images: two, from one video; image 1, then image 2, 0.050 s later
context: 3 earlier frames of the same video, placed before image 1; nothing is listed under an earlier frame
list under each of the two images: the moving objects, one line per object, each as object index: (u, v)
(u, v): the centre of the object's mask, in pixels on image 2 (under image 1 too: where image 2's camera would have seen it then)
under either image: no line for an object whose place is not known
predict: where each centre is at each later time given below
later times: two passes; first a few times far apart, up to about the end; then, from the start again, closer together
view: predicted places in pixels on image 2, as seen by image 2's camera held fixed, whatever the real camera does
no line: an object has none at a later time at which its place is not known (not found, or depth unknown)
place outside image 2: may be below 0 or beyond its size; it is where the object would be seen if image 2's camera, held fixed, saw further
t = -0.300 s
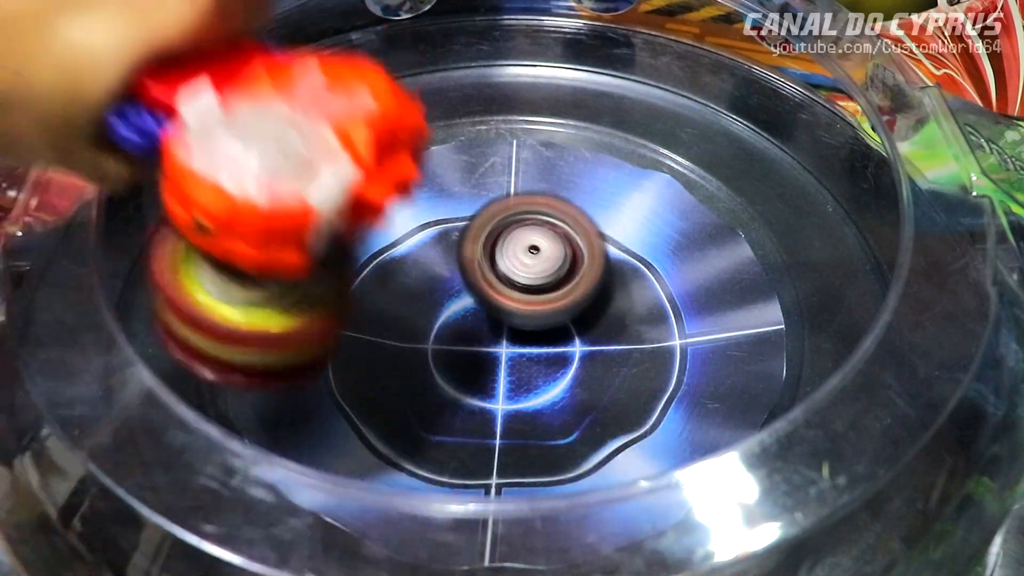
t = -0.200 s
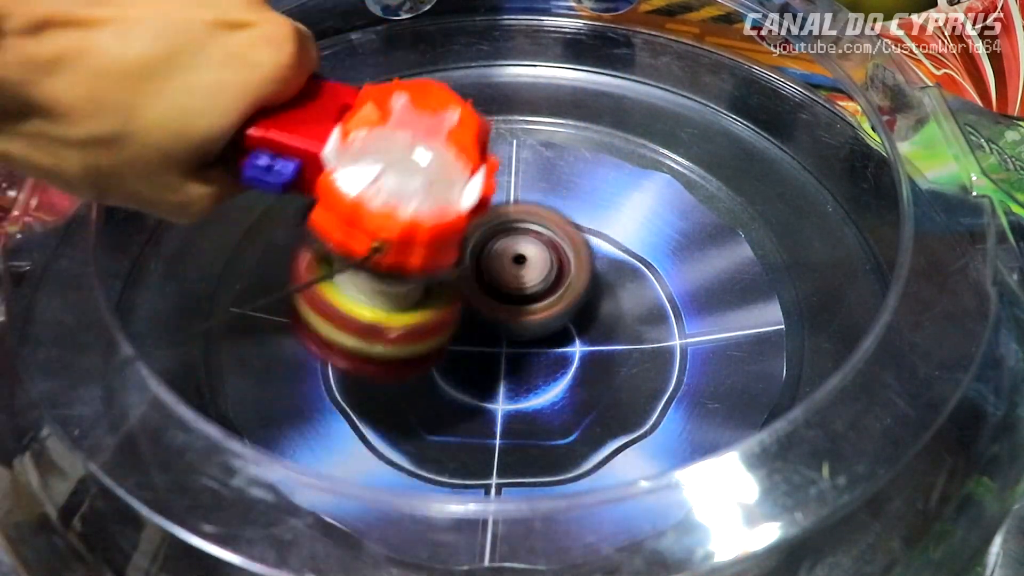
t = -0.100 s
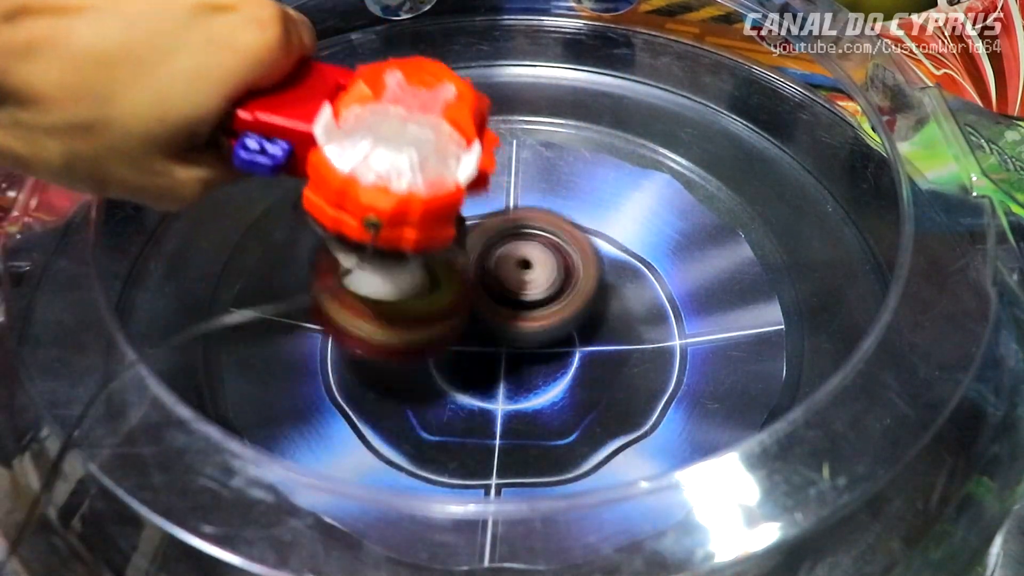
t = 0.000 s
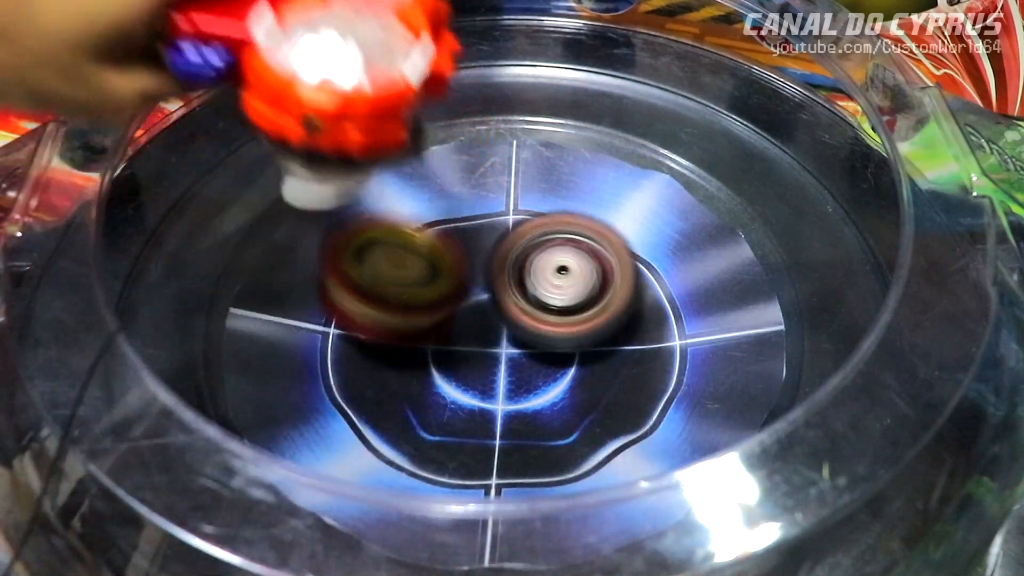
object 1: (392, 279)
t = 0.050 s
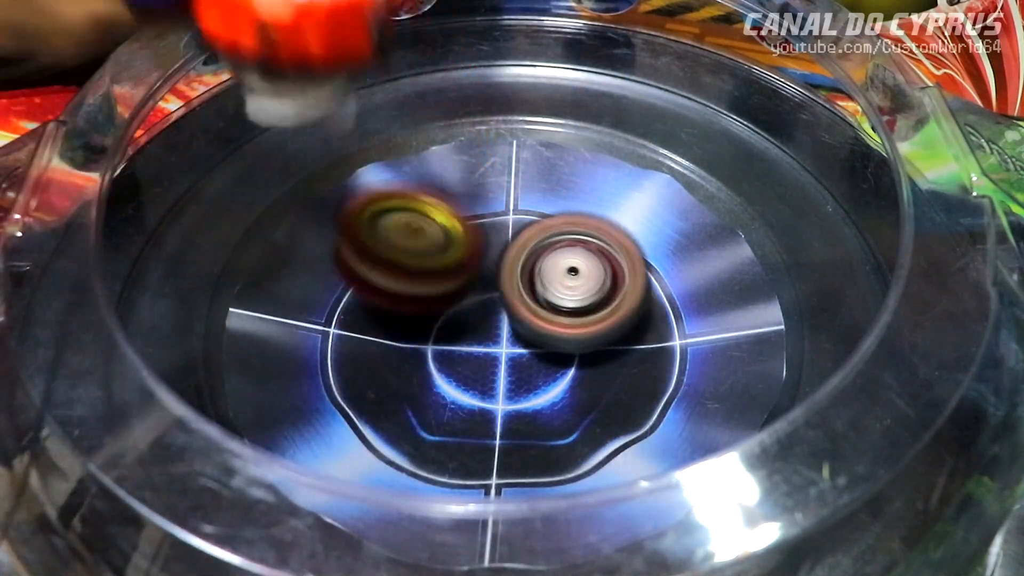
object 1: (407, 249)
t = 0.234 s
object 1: (441, 185)
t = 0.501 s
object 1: (460, 219)
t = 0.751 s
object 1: (428, 297)
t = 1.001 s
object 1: (578, 310)
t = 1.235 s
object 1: (579, 249)
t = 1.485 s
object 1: (452, 237)
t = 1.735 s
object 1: (480, 301)
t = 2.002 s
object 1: (593, 333)
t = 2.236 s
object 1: (534, 244)
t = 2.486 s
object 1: (454, 270)
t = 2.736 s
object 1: (542, 363)
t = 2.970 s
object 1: (593, 314)
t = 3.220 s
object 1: (492, 249)
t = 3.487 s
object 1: (543, 332)
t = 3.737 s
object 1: (651, 349)
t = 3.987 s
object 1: (591, 296)
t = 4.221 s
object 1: (442, 360)
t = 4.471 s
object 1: (451, 377)
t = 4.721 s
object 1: (519, 410)
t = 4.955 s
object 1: (496, 388)
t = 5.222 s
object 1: (440, 343)
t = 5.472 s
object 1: (371, 308)
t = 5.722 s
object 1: (366, 298)
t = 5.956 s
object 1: (369, 254)
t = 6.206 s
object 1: (410, 212)
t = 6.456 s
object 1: (485, 236)
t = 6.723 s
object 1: (627, 250)
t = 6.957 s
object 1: (502, 227)
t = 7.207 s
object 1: (410, 182)
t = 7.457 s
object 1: (448, 185)
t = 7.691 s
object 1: (516, 89)
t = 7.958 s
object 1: (581, 150)
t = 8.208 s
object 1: (683, 175)
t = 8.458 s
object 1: (650, 271)
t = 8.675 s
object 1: (616, 329)
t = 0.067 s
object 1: (415, 248)
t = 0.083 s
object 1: (421, 249)
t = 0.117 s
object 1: (430, 230)
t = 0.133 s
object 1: (430, 221)
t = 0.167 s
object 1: (430, 214)
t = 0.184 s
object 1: (433, 200)
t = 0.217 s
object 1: (438, 186)
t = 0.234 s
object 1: (441, 185)
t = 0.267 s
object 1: (448, 193)
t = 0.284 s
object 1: (454, 189)
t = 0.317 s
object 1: (463, 192)
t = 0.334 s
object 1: (469, 200)
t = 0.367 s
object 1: (482, 201)
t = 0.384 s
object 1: (488, 207)
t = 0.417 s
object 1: (502, 231)
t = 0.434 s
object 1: (497, 226)
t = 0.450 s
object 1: (488, 222)
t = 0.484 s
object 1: (468, 225)
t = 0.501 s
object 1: (460, 219)
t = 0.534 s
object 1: (444, 211)
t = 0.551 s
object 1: (437, 215)
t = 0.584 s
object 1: (423, 234)
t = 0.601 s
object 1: (420, 232)
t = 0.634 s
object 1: (414, 236)
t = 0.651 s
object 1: (412, 249)
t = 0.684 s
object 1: (412, 268)
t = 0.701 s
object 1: (414, 274)
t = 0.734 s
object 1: (422, 289)
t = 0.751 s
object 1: (428, 297)
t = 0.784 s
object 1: (442, 303)
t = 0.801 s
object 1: (451, 307)
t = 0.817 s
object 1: (462, 315)
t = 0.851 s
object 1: (481, 323)
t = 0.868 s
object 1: (493, 317)
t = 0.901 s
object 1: (517, 316)
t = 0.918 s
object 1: (530, 323)
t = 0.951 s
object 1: (553, 341)
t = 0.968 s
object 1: (561, 327)
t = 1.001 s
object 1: (578, 310)
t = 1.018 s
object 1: (585, 310)
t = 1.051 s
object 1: (598, 319)
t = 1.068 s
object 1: (599, 311)
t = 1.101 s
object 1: (605, 299)
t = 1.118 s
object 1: (606, 296)
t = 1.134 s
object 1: (605, 288)
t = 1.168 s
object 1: (600, 273)
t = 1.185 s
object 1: (596, 269)
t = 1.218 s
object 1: (586, 253)
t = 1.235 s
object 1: (579, 249)
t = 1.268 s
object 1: (564, 238)
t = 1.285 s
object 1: (554, 230)
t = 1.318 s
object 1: (535, 230)
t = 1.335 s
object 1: (527, 228)
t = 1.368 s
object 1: (509, 225)
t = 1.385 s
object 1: (500, 222)
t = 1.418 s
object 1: (482, 226)
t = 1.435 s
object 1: (474, 228)
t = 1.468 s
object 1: (458, 233)
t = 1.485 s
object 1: (452, 237)
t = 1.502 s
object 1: (447, 238)
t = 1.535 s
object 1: (440, 245)
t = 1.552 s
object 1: (437, 248)
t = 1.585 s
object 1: (434, 265)
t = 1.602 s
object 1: (436, 268)
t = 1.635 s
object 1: (441, 280)
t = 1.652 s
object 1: (447, 281)
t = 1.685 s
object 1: (459, 295)
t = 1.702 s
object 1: (465, 307)
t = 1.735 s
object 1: (480, 301)
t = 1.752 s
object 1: (489, 303)
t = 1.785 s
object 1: (507, 325)
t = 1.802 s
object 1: (516, 339)
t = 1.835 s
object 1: (531, 327)
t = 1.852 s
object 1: (540, 320)
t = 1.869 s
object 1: (548, 320)
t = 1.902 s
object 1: (565, 335)
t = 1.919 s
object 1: (573, 347)
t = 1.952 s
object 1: (582, 334)
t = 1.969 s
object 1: (586, 330)
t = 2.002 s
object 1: (593, 333)
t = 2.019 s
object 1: (593, 325)
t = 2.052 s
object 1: (590, 303)
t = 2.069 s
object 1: (589, 295)
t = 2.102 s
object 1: (585, 300)
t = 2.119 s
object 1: (580, 288)
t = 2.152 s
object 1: (568, 261)
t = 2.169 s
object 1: (561, 256)
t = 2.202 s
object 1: (549, 260)
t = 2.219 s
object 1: (542, 253)
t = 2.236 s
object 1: (534, 244)
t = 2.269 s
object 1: (519, 244)
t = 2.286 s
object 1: (513, 239)
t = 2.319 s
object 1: (499, 233)
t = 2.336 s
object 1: (492, 237)
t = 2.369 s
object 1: (479, 239)
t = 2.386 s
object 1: (473, 242)
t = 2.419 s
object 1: (463, 249)
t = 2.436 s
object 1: (460, 252)
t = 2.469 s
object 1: (455, 265)
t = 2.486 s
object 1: (454, 270)
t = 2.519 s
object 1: (455, 285)
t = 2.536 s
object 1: (458, 291)
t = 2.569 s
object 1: (463, 310)
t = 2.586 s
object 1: (468, 318)
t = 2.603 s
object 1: (474, 326)
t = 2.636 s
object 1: (488, 341)
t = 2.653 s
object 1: (496, 347)
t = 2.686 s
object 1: (513, 359)
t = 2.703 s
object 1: (523, 363)
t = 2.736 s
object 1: (542, 363)
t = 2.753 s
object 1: (552, 367)
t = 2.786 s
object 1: (566, 363)
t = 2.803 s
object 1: (574, 355)
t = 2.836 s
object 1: (588, 354)
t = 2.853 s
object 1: (592, 355)
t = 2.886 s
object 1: (597, 340)
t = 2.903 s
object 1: (599, 339)
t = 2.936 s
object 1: (597, 323)
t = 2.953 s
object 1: (595, 317)
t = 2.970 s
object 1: (593, 314)
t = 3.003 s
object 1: (584, 302)
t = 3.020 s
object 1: (580, 297)
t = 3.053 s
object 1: (568, 280)
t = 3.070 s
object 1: (562, 278)
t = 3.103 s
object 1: (547, 267)
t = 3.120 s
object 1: (539, 261)
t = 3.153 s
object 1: (524, 256)
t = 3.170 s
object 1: (515, 253)
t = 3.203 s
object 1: (500, 251)
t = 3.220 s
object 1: (492, 249)
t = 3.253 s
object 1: (478, 257)
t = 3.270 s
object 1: (472, 254)
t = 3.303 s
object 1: (461, 261)
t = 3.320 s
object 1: (455, 273)
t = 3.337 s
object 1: (453, 273)
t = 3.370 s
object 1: (463, 281)
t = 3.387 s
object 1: (473, 292)
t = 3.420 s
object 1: (495, 297)
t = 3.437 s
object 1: (507, 302)
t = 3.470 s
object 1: (533, 326)
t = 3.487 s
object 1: (543, 332)
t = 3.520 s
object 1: (561, 344)
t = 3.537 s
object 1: (570, 348)
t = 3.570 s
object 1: (588, 357)
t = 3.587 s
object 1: (595, 359)
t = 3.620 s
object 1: (610, 360)
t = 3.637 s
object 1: (617, 360)
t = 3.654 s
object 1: (624, 360)
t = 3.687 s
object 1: (636, 357)
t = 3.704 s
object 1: (642, 355)
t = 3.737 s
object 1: (651, 349)
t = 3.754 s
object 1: (655, 346)
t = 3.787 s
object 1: (661, 337)
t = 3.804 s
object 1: (662, 332)
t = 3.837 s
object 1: (662, 322)
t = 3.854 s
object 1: (659, 317)
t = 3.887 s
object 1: (648, 306)
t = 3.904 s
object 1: (640, 302)
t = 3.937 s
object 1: (617, 292)
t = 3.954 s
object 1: (608, 290)
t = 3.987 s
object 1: (591, 296)
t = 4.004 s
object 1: (581, 300)
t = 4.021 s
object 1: (571, 303)
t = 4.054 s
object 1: (548, 312)
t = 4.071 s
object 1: (536, 317)
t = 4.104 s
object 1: (512, 330)
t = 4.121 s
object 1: (501, 335)
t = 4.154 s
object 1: (477, 344)
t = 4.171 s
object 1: (467, 349)
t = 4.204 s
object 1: (450, 355)
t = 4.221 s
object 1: (442, 360)
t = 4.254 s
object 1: (431, 364)
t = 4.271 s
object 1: (427, 367)
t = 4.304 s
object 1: (423, 368)
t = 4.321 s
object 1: (422, 370)
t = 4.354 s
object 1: (424, 371)
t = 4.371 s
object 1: (427, 371)
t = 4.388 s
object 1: (430, 371)
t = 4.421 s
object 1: (438, 370)
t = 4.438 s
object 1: (443, 368)
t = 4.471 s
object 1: (451, 377)
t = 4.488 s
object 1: (454, 382)
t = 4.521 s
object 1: (462, 390)
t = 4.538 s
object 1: (467, 396)
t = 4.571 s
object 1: (477, 402)
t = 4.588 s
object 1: (482, 404)
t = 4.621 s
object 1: (493, 408)
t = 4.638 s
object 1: (498, 409)
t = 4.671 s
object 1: (508, 410)
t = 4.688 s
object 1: (512, 411)
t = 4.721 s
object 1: (519, 410)
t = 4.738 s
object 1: (521, 409)
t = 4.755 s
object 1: (523, 409)
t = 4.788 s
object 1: (524, 407)
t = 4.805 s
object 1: (523, 406)
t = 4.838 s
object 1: (520, 404)
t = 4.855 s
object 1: (517, 402)
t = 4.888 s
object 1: (511, 398)
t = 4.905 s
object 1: (507, 396)
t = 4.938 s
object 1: (500, 391)
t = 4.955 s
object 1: (496, 388)
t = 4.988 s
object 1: (489, 384)
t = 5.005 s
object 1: (485, 381)
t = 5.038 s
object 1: (478, 376)
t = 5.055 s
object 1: (474, 372)
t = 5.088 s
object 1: (466, 366)
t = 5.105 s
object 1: (462, 364)
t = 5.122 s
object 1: (458, 361)
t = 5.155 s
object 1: (451, 355)
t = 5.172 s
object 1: (448, 352)
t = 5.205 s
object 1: (442, 346)
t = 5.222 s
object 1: (440, 343)
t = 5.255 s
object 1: (427, 338)
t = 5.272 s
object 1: (422, 336)
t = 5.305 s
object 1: (411, 331)
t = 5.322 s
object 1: (407, 328)
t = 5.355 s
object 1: (402, 324)
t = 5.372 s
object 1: (401, 322)
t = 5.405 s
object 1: (399, 319)
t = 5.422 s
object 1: (392, 316)
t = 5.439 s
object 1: (384, 313)
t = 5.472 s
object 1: (371, 308)
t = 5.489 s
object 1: (366, 305)
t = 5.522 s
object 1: (358, 302)
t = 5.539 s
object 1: (355, 301)
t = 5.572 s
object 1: (351, 299)
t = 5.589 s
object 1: (350, 298)
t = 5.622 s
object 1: (351, 298)
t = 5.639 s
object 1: (352, 297)
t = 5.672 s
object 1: (356, 298)
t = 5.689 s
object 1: (359, 298)
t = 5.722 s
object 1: (366, 298)
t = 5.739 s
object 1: (370, 299)
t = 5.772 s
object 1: (381, 299)
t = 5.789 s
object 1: (383, 297)
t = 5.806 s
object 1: (380, 292)
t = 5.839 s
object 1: (373, 281)
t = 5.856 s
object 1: (371, 276)
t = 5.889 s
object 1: (367, 267)
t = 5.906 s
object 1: (366, 263)
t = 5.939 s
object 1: (368, 257)
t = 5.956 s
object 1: (369, 254)
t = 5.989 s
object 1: (374, 250)
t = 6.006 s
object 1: (377, 249)
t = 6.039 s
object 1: (387, 247)
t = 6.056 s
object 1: (392, 247)
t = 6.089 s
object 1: (401, 244)
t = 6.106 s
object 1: (400, 238)
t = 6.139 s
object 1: (403, 227)
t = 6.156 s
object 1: (403, 221)
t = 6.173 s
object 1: (406, 218)
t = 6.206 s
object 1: (410, 212)
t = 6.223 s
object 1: (412, 208)
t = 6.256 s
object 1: (418, 206)
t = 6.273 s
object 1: (421, 205)
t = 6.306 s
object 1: (429, 205)
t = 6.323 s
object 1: (433, 206)
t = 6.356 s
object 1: (443, 210)
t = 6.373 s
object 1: (450, 213)
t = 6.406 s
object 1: (462, 220)
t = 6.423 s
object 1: (470, 225)
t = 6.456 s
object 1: (485, 236)
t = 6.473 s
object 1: (492, 240)
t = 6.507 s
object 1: (509, 251)
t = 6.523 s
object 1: (519, 256)
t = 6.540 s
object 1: (533, 261)
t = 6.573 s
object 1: (561, 262)
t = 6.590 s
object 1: (573, 262)
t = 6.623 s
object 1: (595, 259)
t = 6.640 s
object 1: (605, 258)
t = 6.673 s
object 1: (618, 255)
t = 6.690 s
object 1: (623, 254)
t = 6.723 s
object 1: (627, 250)
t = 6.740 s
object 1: (627, 248)
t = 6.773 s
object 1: (620, 244)
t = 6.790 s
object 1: (614, 242)
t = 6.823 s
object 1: (596, 239)
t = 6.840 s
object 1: (586, 238)
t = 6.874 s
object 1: (562, 235)
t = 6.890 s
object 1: (551, 232)
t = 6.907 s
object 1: (538, 232)
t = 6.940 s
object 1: (514, 227)
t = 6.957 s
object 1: (502, 227)
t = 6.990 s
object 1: (479, 225)
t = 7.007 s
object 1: (468, 225)
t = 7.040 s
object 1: (448, 224)
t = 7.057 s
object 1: (441, 223)
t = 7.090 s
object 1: (427, 220)
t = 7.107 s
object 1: (423, 215)
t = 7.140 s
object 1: (418, 203)
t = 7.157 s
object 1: (415, 195)
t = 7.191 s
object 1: (412, 187)
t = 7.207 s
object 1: (410, 182)
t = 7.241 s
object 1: (409, 176)
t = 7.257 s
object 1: (409, 174)
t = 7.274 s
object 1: (409, 172)
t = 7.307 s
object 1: (411, 170)
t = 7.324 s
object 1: (413, 170)
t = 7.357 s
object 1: (418, 172)
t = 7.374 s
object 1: (422, 174)
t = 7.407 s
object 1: (431, 180)
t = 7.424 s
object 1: (436, 183)
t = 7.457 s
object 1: (448, 185)
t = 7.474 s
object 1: (456, 174)
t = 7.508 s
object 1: (470, 152)
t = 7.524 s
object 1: (477, 141)
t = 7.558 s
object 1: (488, 124)
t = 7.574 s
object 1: (491, 118)
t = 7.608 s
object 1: (500, 105)
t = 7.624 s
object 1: (503, 101)
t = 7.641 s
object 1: (506, 96)
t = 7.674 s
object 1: (513, 90)
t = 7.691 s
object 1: (516, 89)
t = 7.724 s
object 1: (519, 91)
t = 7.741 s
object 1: (522, 94)
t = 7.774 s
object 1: (525, 104)
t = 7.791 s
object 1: (528, 110)
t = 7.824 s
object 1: (532, 124)
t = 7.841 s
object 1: (535, 133)
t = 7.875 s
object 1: (541, 149)
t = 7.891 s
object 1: (544, 158)
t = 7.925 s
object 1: (558, 164)
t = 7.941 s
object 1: (569, 155)
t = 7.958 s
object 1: (581, 150)
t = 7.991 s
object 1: (605, 153)
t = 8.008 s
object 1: (616, 157)
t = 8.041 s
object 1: (635, 149)
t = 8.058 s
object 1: (644, 151)
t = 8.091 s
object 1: (658, 154)
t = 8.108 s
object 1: (665, 156)
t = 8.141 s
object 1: (674, 161)
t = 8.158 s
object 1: (678, 165)
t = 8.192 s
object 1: (682, 172)
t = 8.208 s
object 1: (683, 175)
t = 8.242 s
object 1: (681, 184)
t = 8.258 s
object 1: (677, 191)
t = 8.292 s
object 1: (670, 202)
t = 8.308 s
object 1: (665, 208)
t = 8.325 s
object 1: (659, 215)
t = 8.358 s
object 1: (644, 230)
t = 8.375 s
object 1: (636, 238)
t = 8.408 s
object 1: (639, 251)
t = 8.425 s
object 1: (645, 258)
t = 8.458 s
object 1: (650, 271)
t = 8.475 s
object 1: (650, 279)
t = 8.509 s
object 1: (650, 291)
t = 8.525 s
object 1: (650, 296)
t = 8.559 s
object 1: (646, 307)
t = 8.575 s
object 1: (644, 312)
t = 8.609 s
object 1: (637, 319)
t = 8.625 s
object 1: (633, 322)
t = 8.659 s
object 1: (621, 327)
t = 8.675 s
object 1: (616, 329)
